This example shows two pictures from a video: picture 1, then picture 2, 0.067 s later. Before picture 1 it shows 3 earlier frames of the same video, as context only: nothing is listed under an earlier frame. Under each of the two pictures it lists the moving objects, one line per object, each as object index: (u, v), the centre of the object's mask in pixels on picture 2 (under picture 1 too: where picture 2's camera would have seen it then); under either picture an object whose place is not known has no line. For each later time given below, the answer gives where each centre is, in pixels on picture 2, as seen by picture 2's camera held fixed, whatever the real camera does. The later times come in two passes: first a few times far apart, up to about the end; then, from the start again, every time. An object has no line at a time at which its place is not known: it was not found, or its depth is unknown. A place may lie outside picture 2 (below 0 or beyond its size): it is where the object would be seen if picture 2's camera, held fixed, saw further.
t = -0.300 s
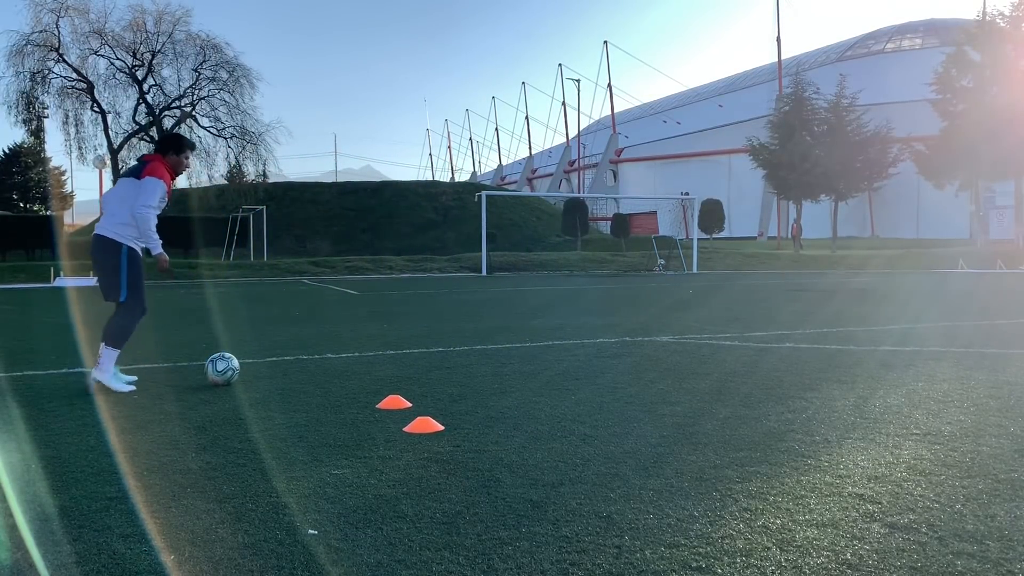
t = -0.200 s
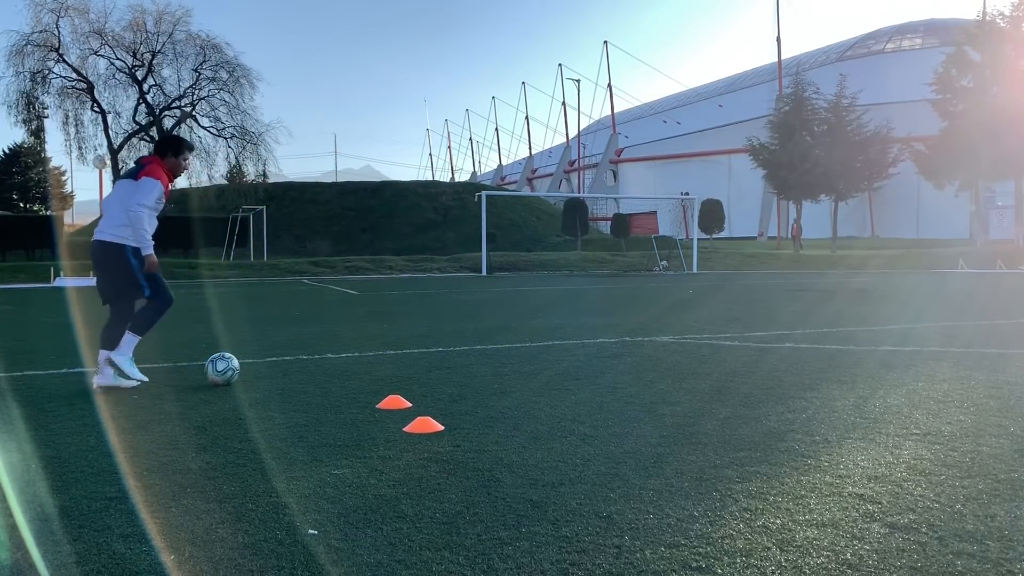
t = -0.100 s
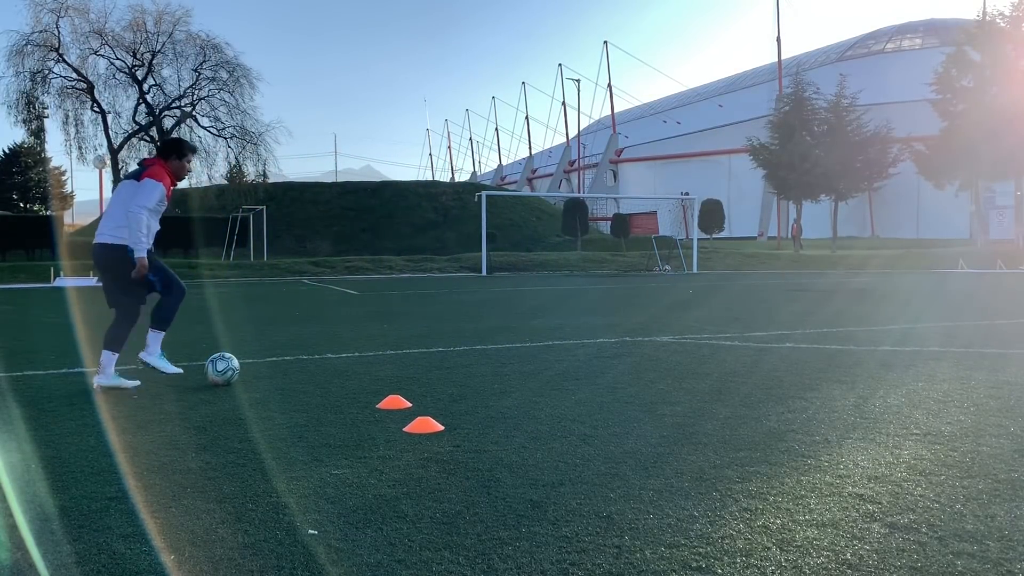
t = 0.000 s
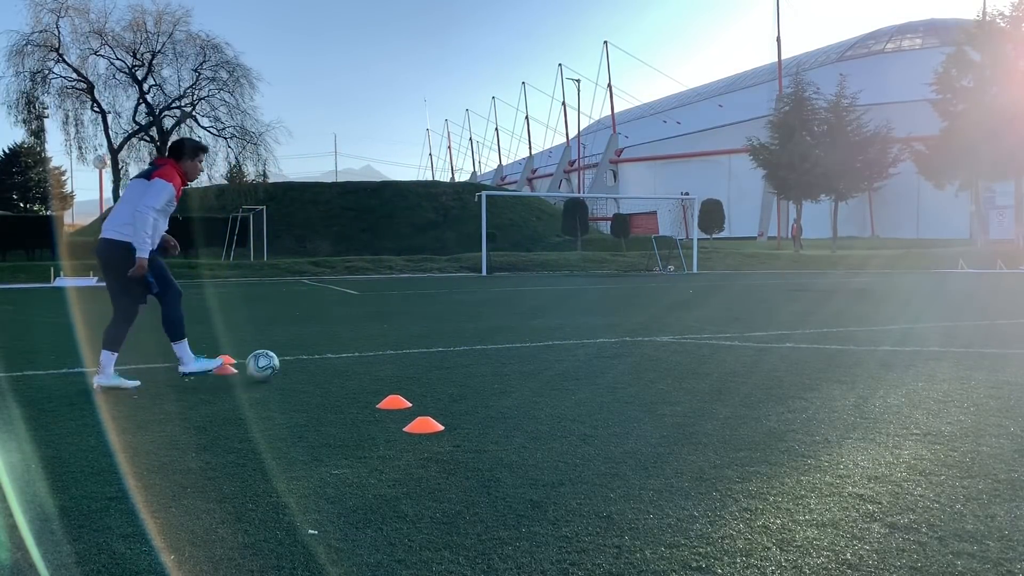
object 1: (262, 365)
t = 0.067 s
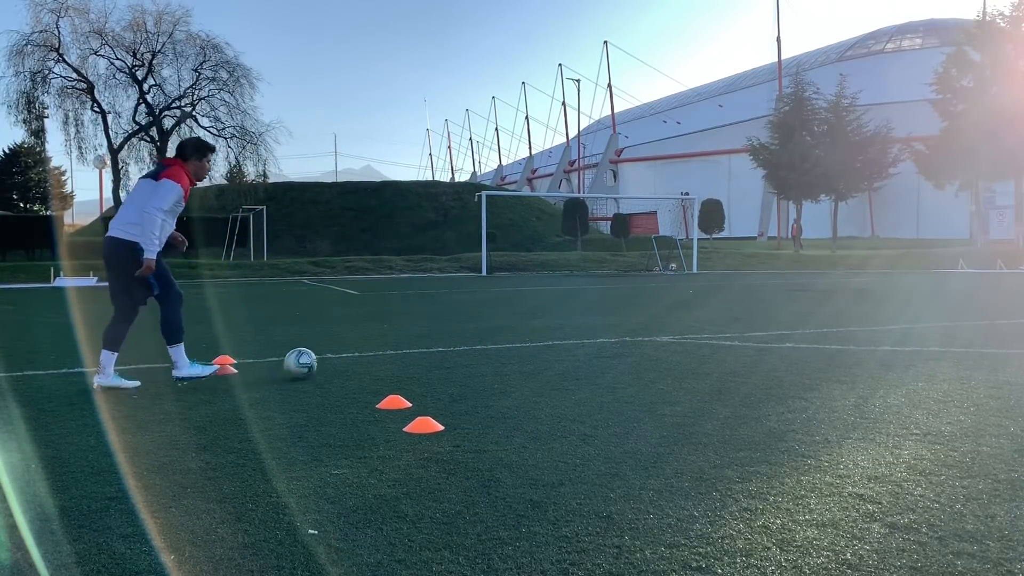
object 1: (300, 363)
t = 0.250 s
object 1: (383, 357)
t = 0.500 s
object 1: (464, 354)
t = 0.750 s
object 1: (536, 349)
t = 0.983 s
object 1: (596, 344)
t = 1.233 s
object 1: (655, 340)
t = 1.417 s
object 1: (694, 338)
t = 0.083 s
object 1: (309, 362)
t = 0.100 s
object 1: (317, 361)
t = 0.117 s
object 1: (326, 361)
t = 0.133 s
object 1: (334, 362)
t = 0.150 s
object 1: (342, 361)
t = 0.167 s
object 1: (349, 359)
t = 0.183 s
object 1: (356, 357)
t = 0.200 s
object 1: (363, 360)
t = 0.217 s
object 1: (370, 359)
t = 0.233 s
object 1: (378, 357)
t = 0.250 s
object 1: (383, 357)
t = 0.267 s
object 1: (390, 357)
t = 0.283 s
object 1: (395, 358)
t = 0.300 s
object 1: (401, 357)
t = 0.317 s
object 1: (407, 356)
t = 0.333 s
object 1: (412, 356)
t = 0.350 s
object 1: (418, 357)
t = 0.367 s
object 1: (423, 356)
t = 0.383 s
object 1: (428, 356)
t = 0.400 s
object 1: (433, 355)
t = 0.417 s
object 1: (438, 355)
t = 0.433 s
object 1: (444, 354)
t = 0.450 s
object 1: (449, 354)
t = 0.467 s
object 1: (454, 354)
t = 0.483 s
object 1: (459, 354)
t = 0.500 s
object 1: (464, 354)
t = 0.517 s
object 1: (469, 353)
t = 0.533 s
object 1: (475, 352)
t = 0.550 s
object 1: (480, 352)
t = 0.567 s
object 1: (485, 352)
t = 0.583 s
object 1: (490, 351)
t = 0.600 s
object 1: (494, 351)
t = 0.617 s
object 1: (499, 350)
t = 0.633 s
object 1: (504, 351)
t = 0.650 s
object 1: (508, 351)
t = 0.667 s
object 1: (512, 350)
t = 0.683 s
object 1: (517, 350)
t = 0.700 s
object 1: (522, 350)
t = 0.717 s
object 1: (527, 349)
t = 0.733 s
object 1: (531, 348)
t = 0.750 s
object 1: (536, 349)
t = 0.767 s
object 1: (541, 348)
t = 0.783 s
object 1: (545, 348)
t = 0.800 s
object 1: (549, 347)
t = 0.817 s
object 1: (554, 347)
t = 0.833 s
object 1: (558, 348)
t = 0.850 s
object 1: (563, 346)
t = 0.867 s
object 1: (567, 346)
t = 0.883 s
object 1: (572, 345)
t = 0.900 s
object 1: (576, 346)
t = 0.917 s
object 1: (580, 345)
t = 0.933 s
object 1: (585, 345)
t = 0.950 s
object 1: (588, 345)
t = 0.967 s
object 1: (592, 345)
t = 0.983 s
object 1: (596, 344)
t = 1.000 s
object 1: (600, 344)
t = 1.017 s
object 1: (604, 343)
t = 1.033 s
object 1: (609, 344)
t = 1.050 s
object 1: (612, 344)
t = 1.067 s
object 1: (616, 343)
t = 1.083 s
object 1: (621, 342)
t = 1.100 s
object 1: (625, 341)
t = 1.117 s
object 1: (629, 341)
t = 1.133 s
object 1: (632, 341)
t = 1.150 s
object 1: (636, 341)
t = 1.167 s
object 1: (640, 341)
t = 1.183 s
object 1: (644, 340)
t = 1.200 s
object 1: (648, 341)
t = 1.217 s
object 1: (652, 341)
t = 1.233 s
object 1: (655, 340)
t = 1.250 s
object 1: (659, 341)
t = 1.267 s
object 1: (662, 340)
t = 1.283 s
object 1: (666, 340)
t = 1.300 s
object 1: (669, 339)
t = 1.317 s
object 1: (672, 340)
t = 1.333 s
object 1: (676, 339)
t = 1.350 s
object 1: (680, 339)
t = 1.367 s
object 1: (683, 339)
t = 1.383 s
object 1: (686, 339)
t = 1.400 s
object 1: (690, 337)
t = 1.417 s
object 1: (694, 338)
